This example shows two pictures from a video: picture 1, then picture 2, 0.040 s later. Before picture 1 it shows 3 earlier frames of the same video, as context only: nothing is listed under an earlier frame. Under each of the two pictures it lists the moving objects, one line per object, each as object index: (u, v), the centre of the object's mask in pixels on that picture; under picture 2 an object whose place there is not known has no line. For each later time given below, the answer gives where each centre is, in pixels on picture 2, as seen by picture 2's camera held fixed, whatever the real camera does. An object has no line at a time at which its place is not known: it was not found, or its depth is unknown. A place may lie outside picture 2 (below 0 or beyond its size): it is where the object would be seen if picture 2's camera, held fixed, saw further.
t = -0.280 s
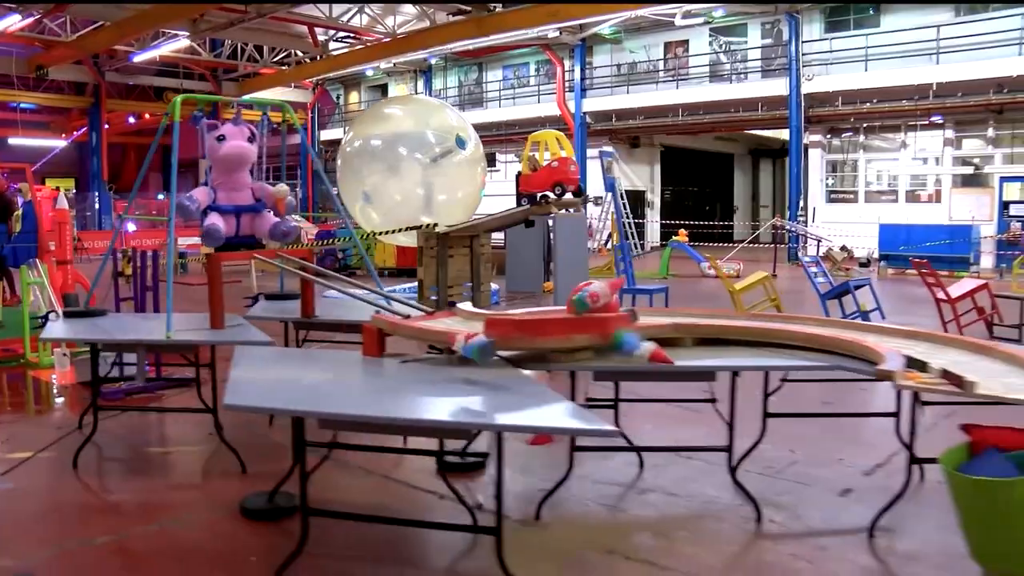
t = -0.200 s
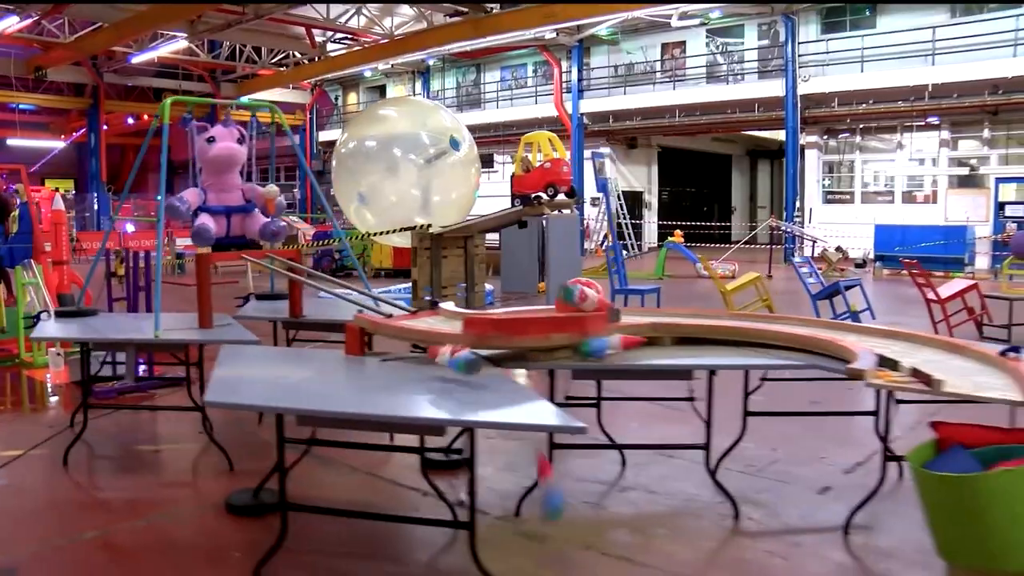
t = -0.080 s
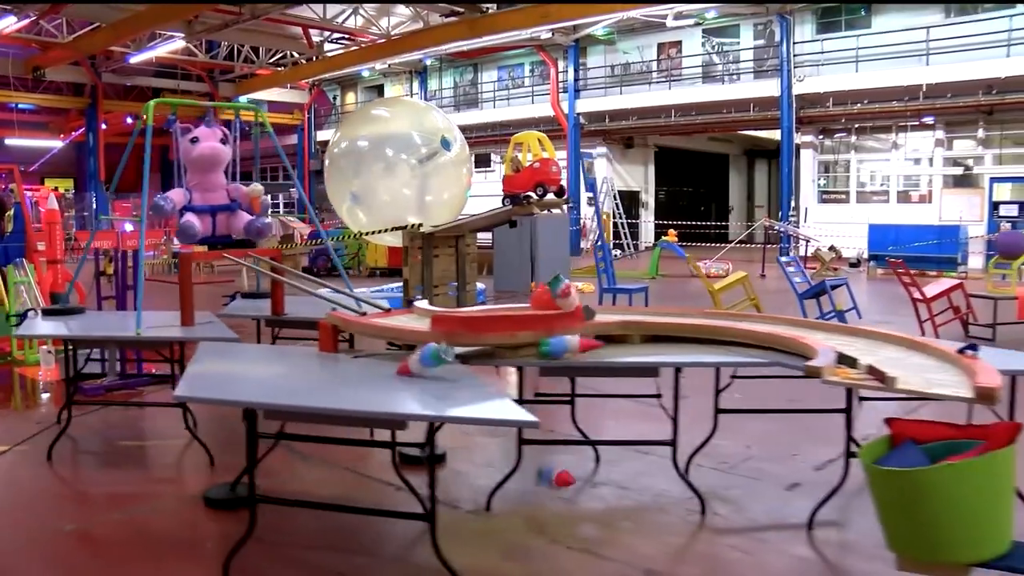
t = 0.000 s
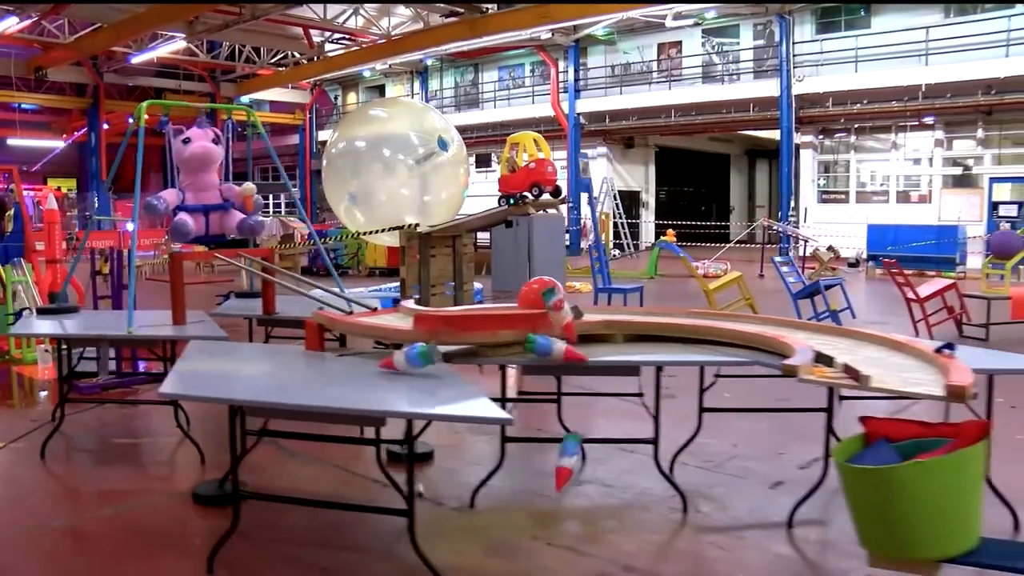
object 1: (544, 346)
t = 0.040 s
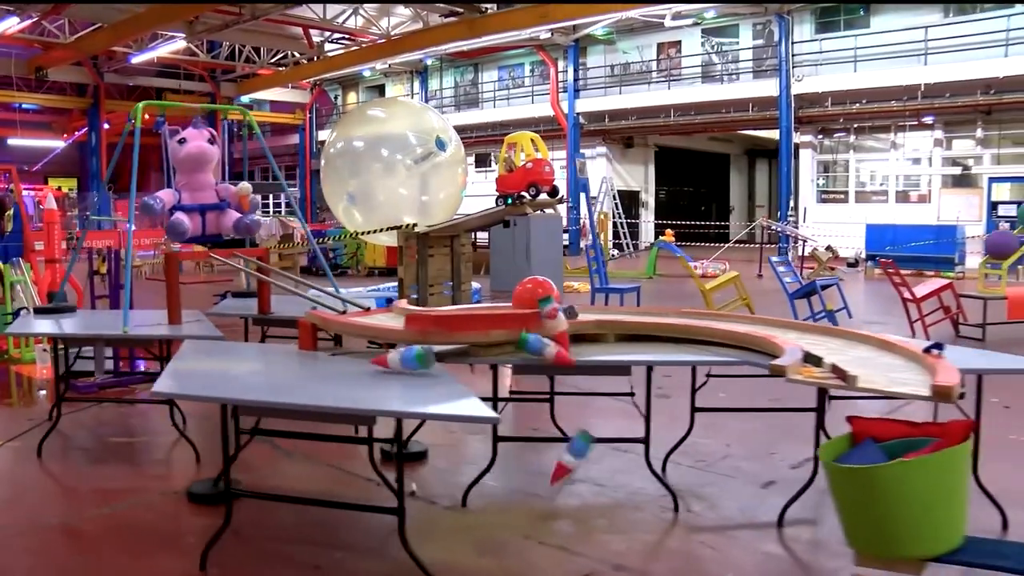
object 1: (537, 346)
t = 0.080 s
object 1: (539, 350)
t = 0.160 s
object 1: (542, 367)
